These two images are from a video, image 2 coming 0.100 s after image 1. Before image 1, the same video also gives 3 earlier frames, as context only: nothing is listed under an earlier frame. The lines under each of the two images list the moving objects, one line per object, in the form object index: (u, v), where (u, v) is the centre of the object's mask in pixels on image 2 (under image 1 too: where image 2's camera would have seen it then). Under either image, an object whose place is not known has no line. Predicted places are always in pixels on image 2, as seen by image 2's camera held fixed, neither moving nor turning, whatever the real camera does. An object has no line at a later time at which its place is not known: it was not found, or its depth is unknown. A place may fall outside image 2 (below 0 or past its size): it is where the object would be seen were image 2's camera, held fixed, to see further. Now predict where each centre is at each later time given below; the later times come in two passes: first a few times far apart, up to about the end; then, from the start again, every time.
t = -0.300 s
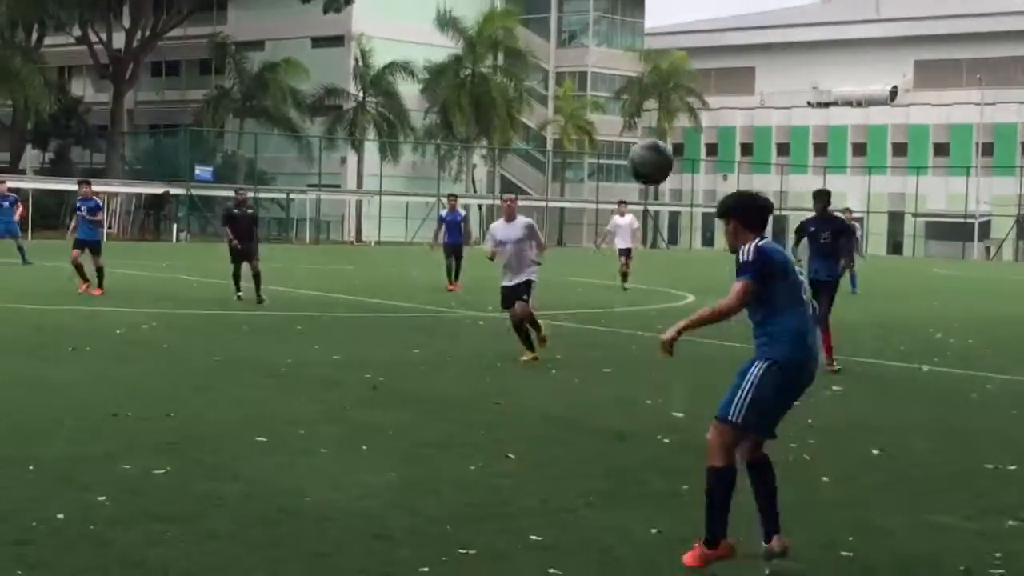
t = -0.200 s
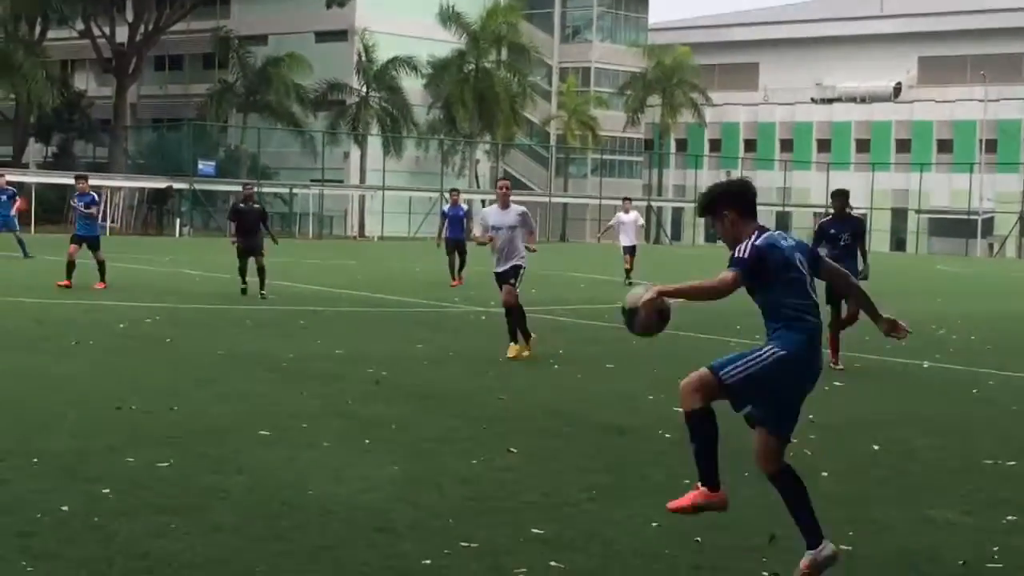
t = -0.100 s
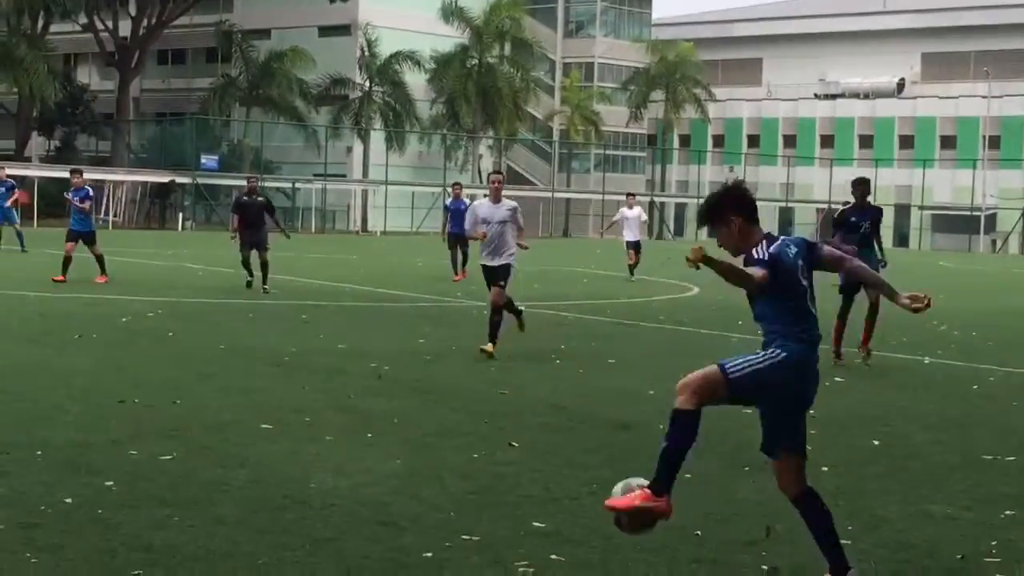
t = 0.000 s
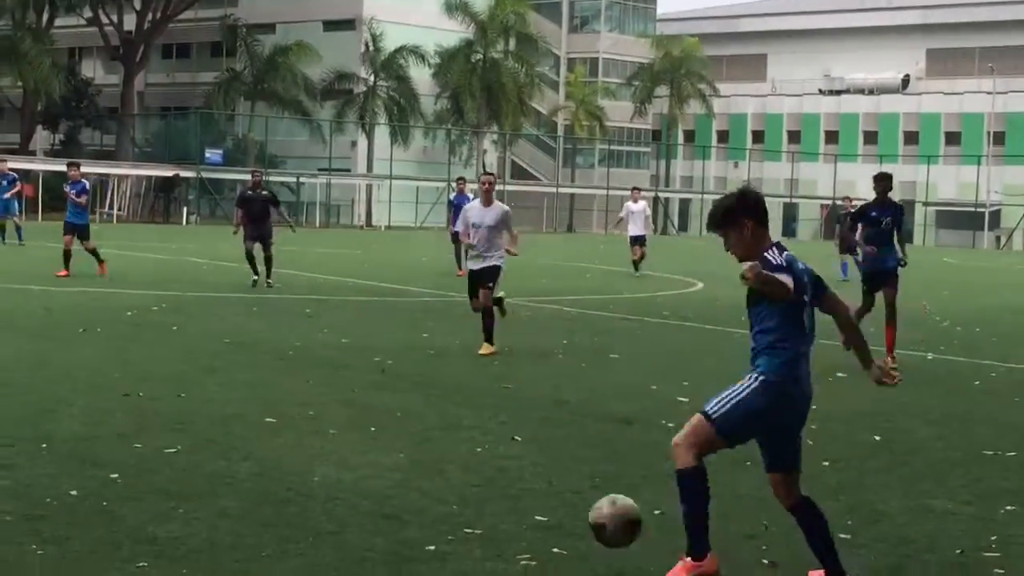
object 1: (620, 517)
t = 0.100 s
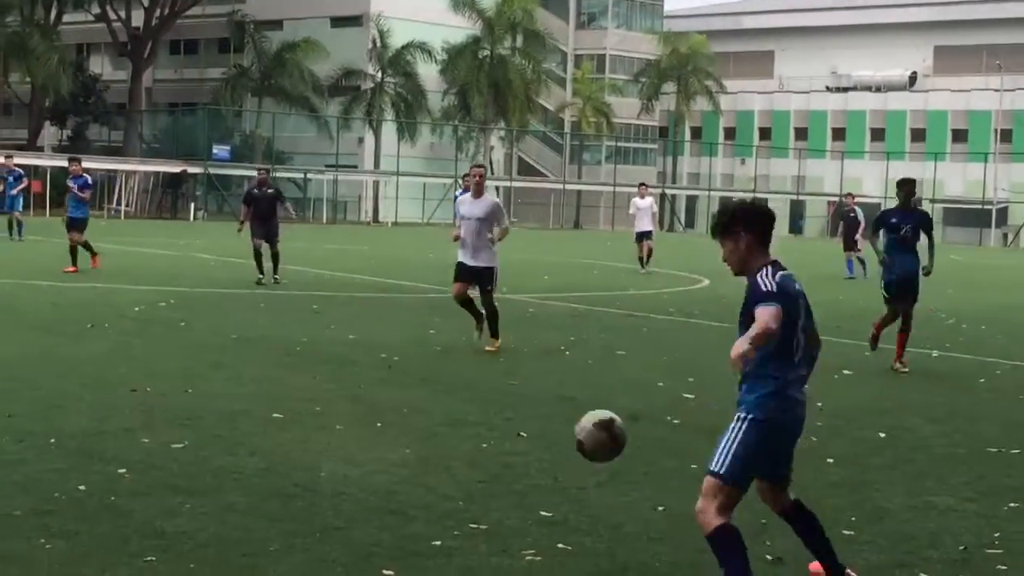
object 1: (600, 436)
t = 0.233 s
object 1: (573, 365)
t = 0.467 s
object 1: (519, 342)
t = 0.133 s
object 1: (593, 414)
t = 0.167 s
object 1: (586, 395)
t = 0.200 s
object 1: (579, 379)
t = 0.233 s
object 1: (573, 365)
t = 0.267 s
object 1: (564, 355)
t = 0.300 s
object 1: (557, 346)
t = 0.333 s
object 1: (549, 341)
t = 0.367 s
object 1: (542, 337)
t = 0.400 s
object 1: (534, 338)
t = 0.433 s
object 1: (526, 338)
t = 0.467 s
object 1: (519, 342)
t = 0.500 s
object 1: (511, 349)
